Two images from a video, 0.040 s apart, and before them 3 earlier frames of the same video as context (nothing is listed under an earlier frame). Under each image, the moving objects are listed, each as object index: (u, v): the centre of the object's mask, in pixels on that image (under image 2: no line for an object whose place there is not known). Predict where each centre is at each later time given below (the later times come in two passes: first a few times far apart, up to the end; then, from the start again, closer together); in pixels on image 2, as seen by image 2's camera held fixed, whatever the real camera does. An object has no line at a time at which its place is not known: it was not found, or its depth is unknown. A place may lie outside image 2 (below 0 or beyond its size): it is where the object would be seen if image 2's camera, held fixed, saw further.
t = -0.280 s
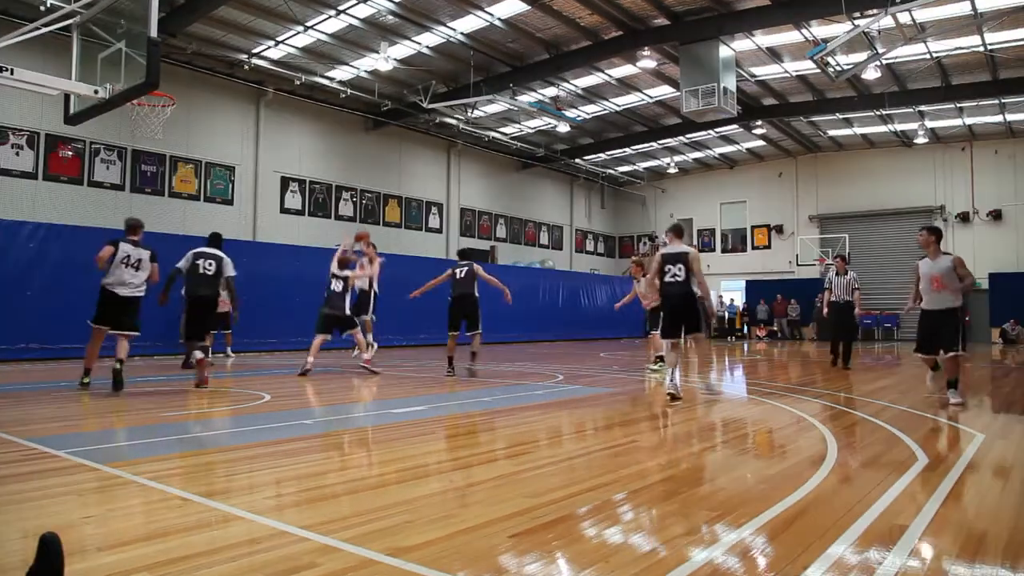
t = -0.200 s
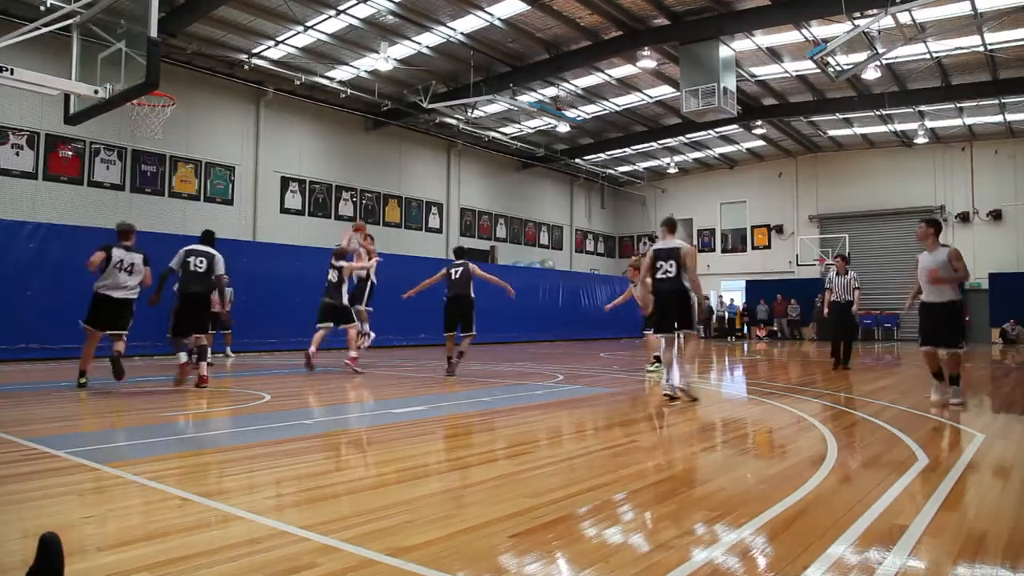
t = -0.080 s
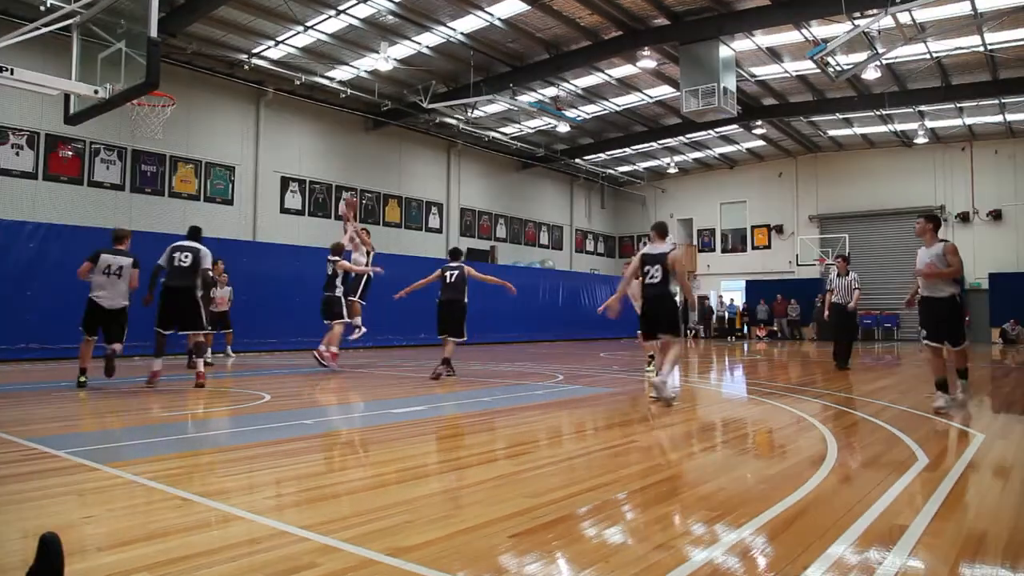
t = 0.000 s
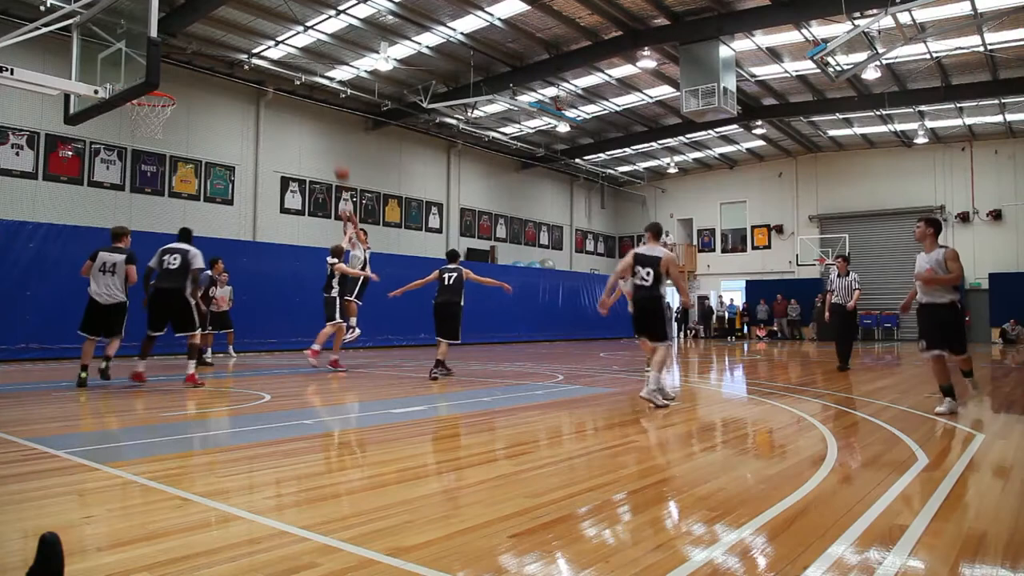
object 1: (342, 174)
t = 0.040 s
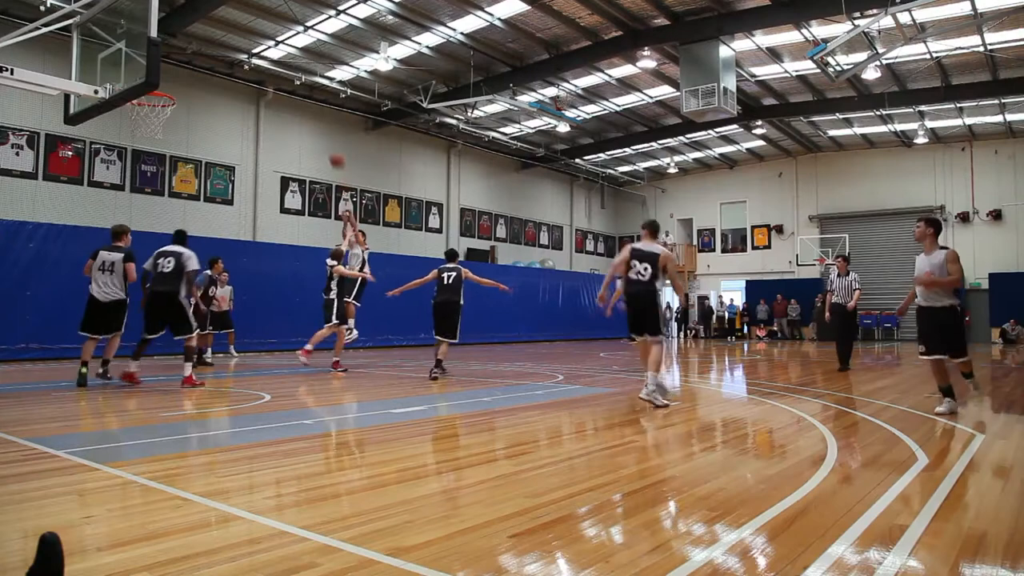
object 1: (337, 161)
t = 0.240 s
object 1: (310, 98)
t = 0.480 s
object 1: (270, 50)
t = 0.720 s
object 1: (219, 33)
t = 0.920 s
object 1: (168, 53)
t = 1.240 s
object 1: (200, 67)
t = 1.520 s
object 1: (283, 120)
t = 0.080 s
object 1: (332, 146)
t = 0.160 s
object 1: (321, 120)
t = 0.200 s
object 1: (315, 109)
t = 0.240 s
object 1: (310, 98)
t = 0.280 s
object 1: (304, 88)
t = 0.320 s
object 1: (299, 79)
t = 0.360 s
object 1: (291, 72)
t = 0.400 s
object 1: (284, 63)
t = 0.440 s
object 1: (278, 57)
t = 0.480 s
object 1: (270, 50)
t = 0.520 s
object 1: (262, 43)
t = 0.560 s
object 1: (254, 40)
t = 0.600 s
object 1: (246, 36)
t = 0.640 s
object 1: (238, 34)
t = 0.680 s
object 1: (228, 33)
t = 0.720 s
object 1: (219, 33)
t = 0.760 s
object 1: (209, 34)
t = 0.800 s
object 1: (197, 37)
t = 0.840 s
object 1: (189, 41)
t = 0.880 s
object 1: (177, 45)
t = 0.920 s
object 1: (168, 53)
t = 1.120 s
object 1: (168, 65)
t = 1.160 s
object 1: (175, 64)
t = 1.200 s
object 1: (188, 64)
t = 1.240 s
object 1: (200, 67)
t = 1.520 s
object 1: (283, 120)
